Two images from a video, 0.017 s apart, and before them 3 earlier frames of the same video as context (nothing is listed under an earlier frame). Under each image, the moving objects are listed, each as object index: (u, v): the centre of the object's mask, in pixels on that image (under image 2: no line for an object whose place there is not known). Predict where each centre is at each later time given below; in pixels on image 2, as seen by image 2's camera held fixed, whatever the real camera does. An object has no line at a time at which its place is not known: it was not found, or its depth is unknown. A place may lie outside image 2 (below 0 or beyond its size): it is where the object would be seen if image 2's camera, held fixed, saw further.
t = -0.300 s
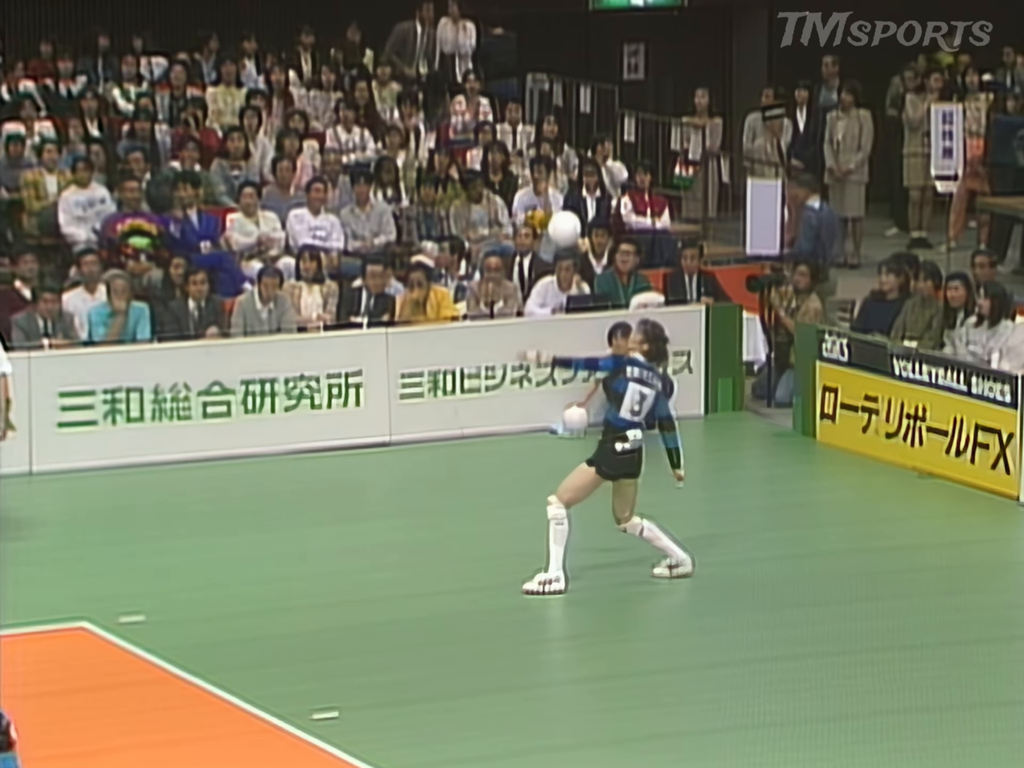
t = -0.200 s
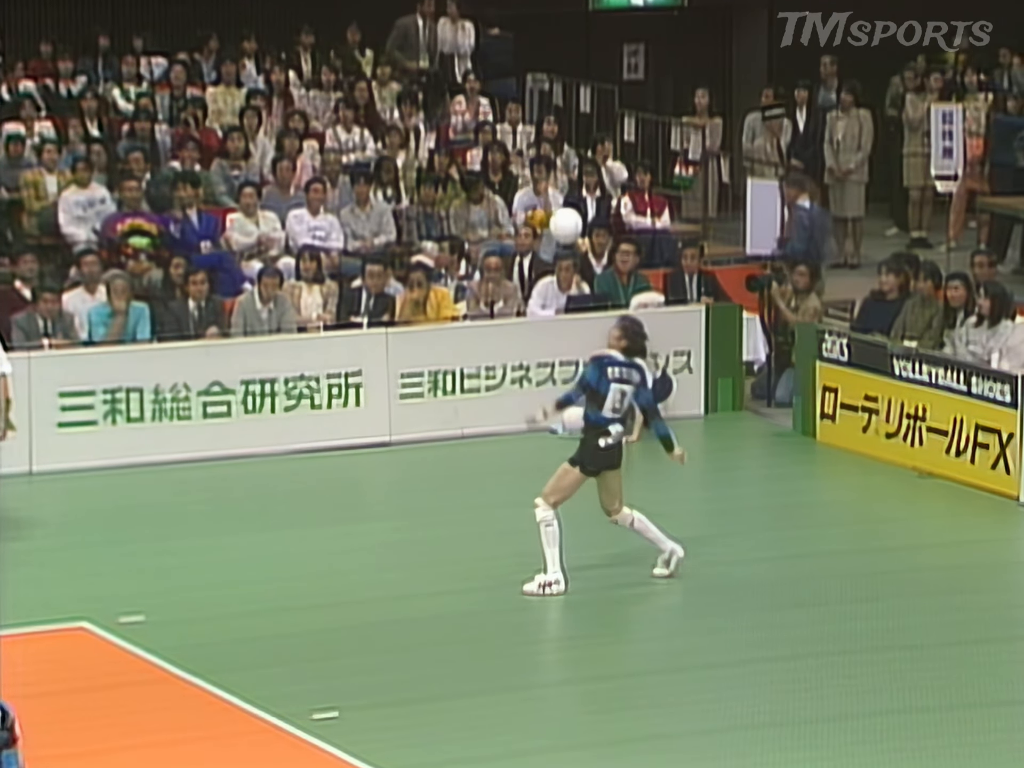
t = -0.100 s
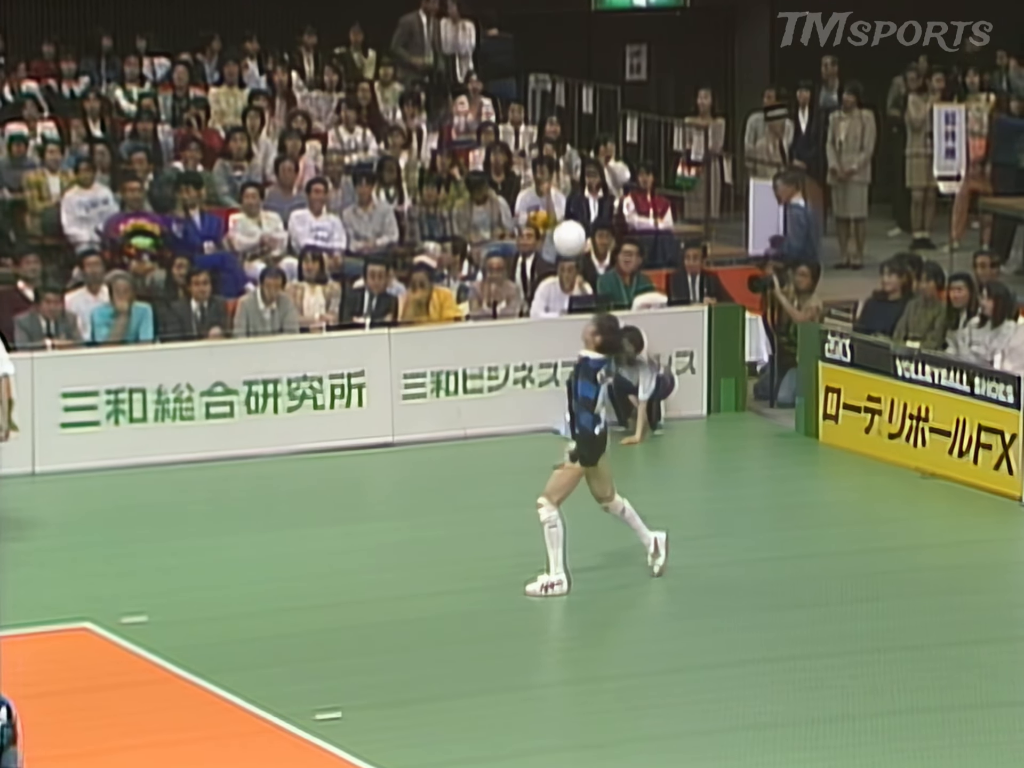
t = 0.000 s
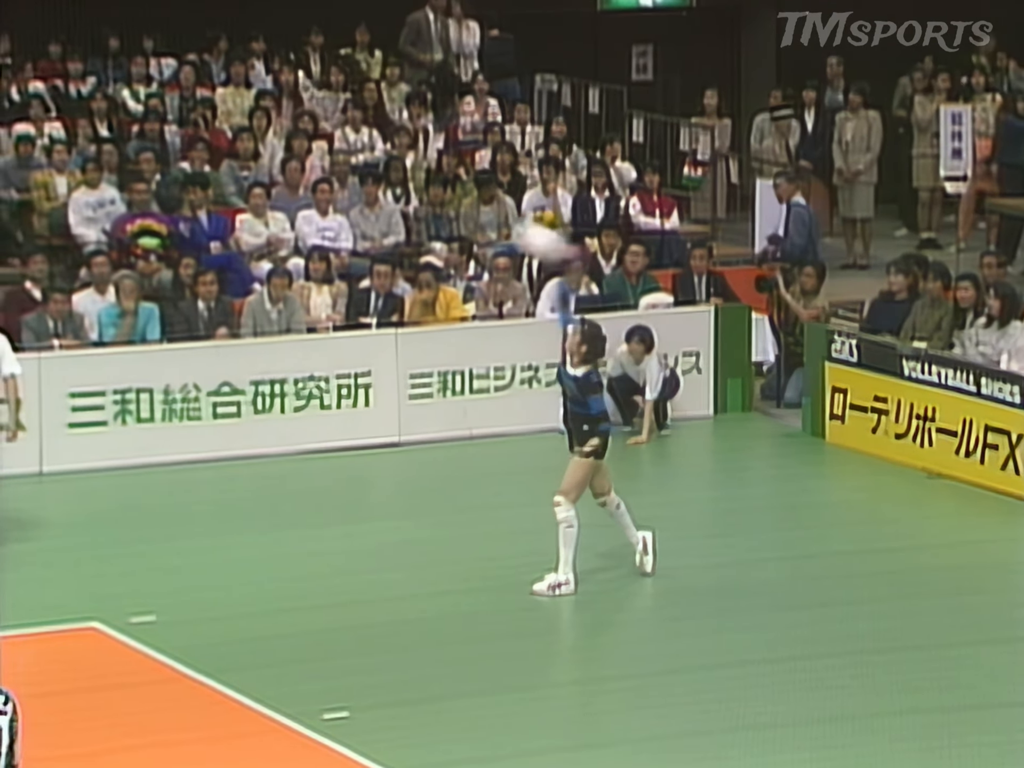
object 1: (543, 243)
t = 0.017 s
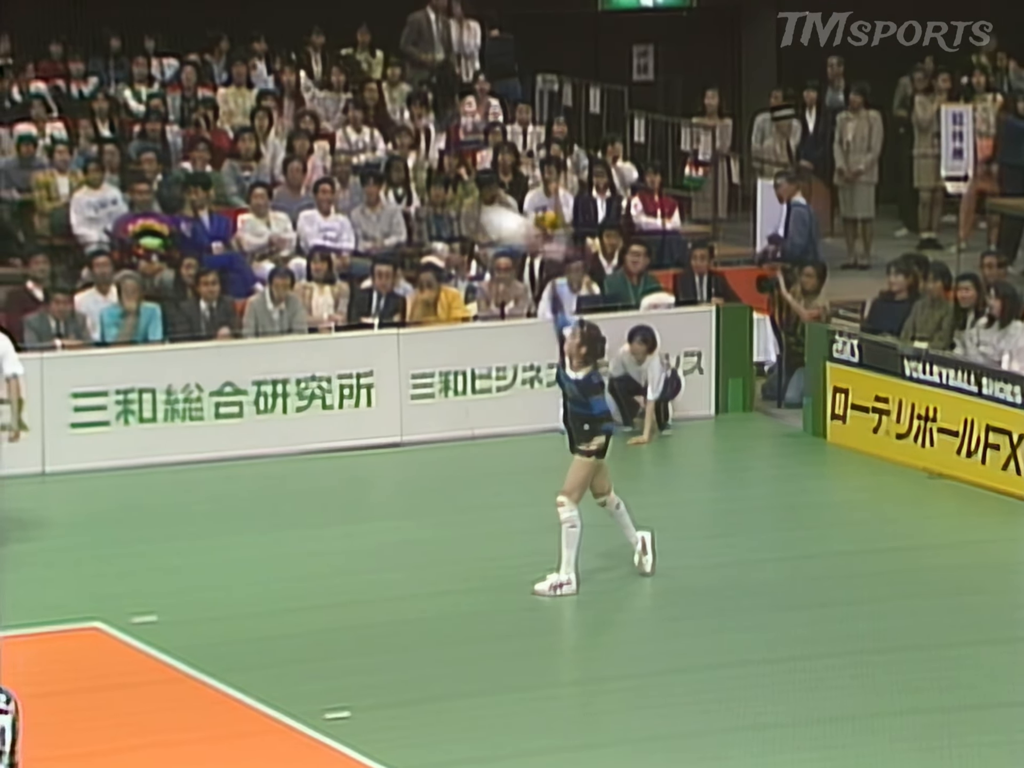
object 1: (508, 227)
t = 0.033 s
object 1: (477, 217)
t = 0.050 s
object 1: (445, 200)
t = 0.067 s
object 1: (413, 186)
